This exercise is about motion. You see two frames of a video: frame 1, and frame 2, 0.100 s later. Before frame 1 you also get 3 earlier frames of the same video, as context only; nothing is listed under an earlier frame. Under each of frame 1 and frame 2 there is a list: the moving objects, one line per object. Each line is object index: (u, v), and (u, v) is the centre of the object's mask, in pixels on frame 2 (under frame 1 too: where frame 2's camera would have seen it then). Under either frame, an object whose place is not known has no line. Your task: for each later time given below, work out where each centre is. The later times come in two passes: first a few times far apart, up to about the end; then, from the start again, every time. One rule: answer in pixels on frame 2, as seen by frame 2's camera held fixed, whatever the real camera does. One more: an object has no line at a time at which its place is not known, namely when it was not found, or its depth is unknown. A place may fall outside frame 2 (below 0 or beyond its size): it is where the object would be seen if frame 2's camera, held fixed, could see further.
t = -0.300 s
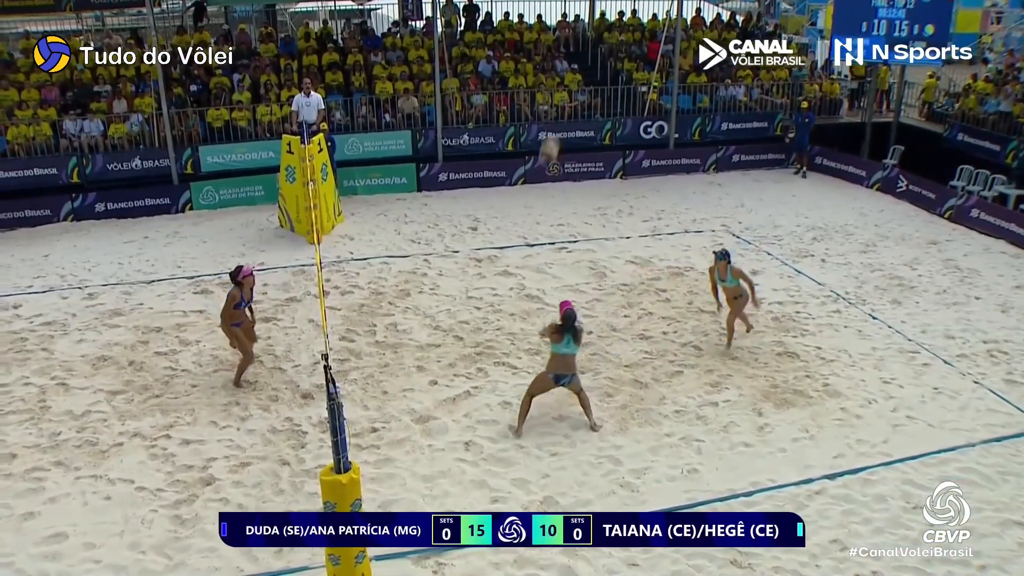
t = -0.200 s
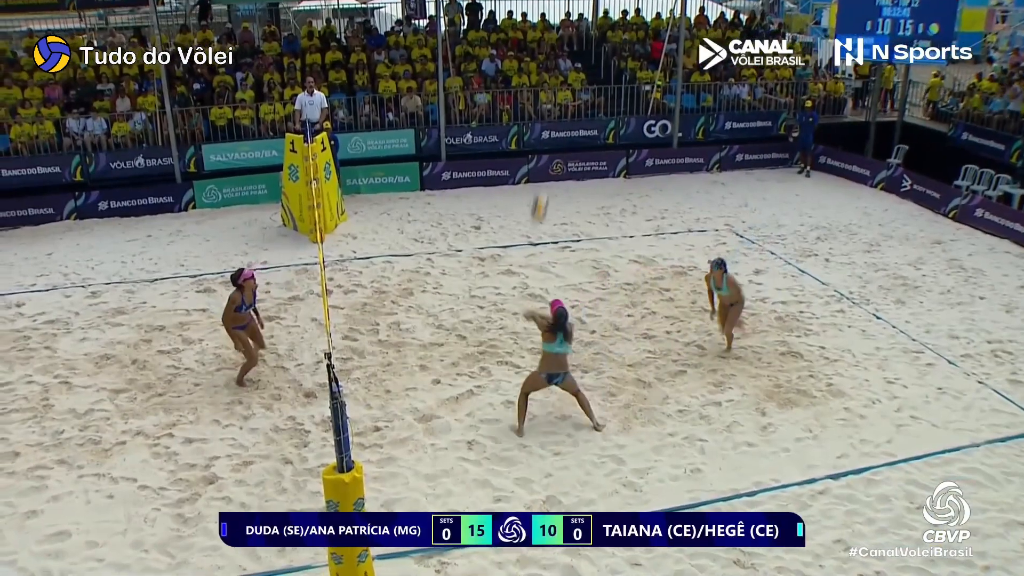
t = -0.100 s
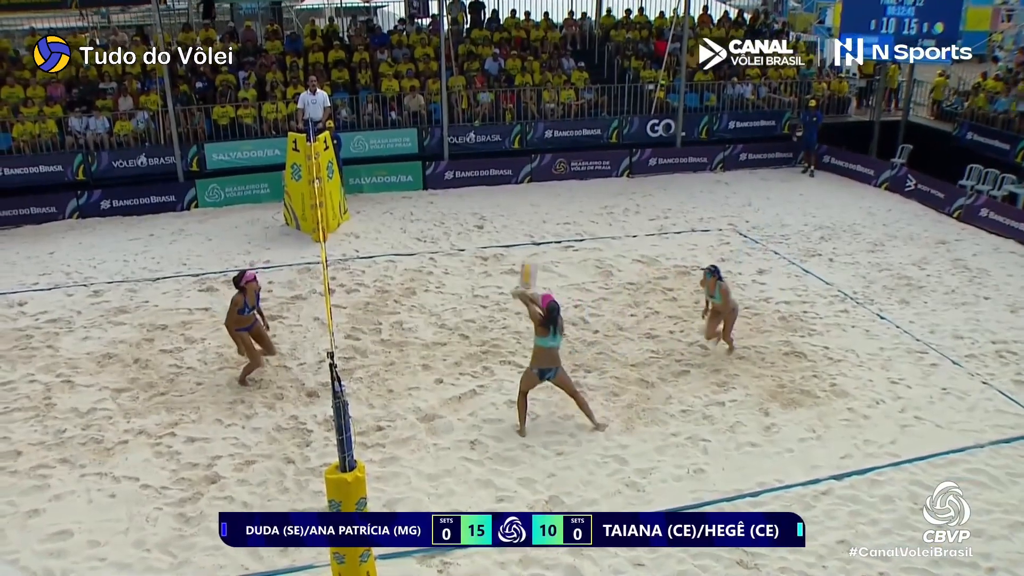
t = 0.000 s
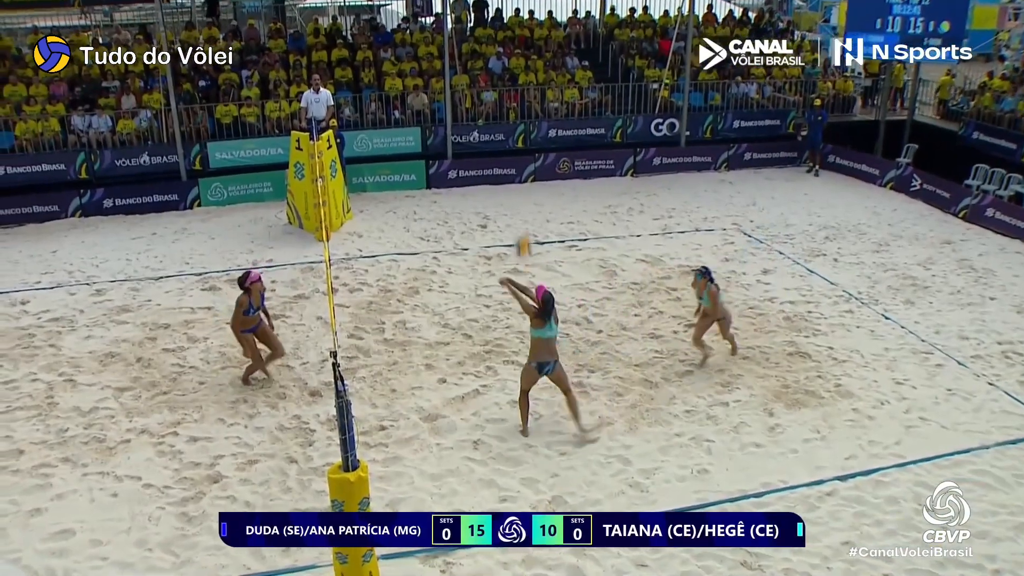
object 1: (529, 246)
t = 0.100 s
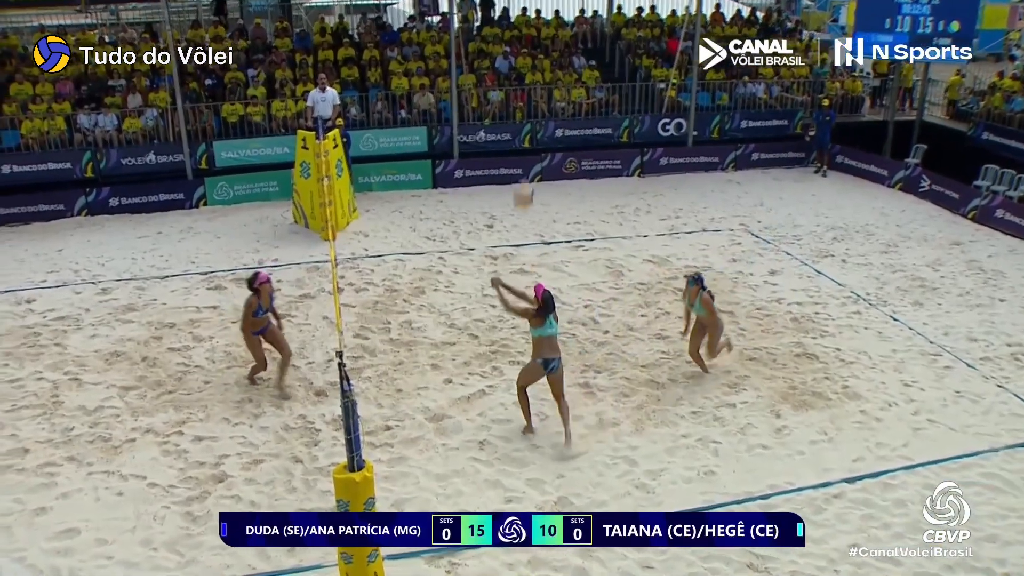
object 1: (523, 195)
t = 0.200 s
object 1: (519, 154)
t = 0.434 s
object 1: (507, 88)
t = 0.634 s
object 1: (495, 74)
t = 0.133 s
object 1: (522, 180)
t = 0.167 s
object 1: (521, 167)
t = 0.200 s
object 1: (519, 154)
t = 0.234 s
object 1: (517, 141)
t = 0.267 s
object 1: (516, 131)
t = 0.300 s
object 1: (514, 119)
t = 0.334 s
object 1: (513, 110)
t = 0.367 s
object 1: (511, 102)
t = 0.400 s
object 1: (509, 94)
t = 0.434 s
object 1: (507, 88)
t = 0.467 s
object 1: (504, 83)
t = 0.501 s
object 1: (503, 79)
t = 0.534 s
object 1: (501, 77)
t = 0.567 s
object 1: (499, 75)
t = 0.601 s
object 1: (497, 73)
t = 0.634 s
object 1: (495, 74)
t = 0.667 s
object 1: (494, 75)
